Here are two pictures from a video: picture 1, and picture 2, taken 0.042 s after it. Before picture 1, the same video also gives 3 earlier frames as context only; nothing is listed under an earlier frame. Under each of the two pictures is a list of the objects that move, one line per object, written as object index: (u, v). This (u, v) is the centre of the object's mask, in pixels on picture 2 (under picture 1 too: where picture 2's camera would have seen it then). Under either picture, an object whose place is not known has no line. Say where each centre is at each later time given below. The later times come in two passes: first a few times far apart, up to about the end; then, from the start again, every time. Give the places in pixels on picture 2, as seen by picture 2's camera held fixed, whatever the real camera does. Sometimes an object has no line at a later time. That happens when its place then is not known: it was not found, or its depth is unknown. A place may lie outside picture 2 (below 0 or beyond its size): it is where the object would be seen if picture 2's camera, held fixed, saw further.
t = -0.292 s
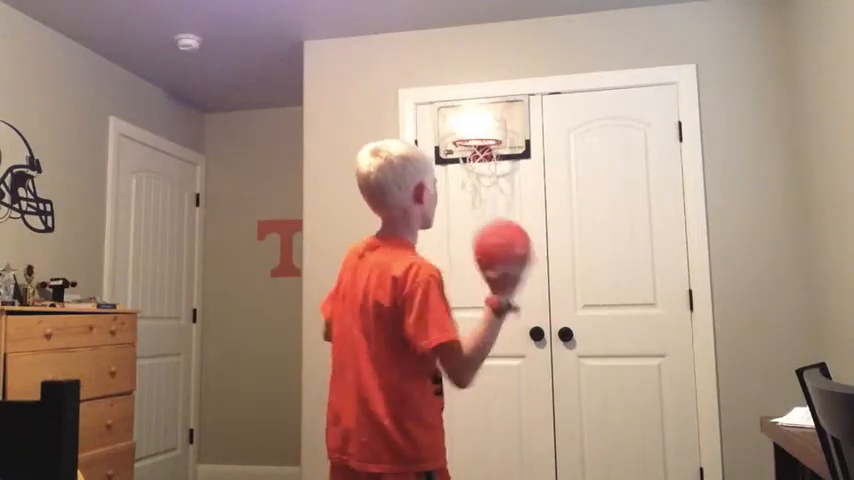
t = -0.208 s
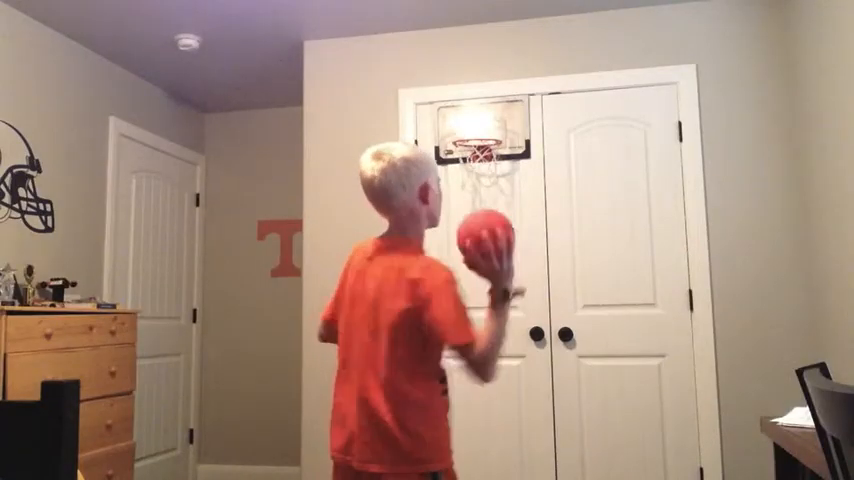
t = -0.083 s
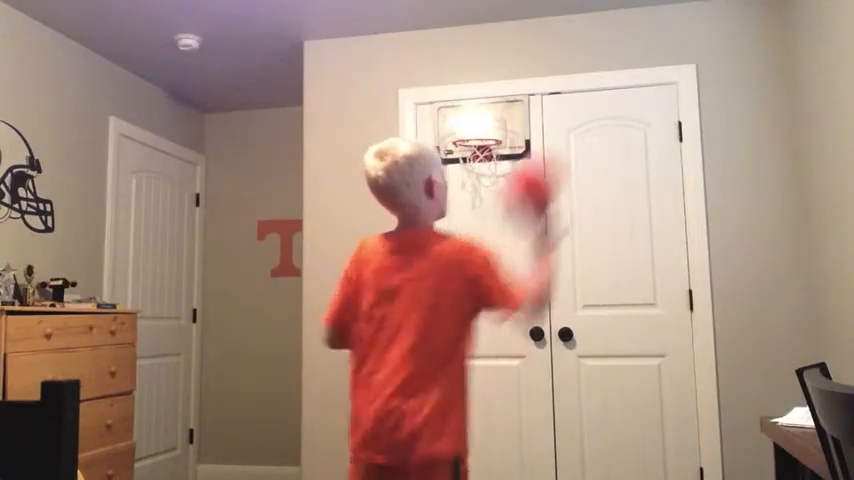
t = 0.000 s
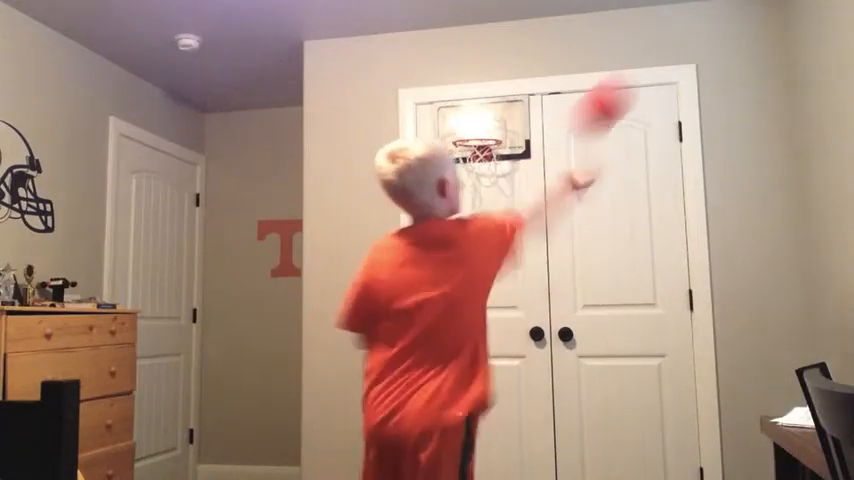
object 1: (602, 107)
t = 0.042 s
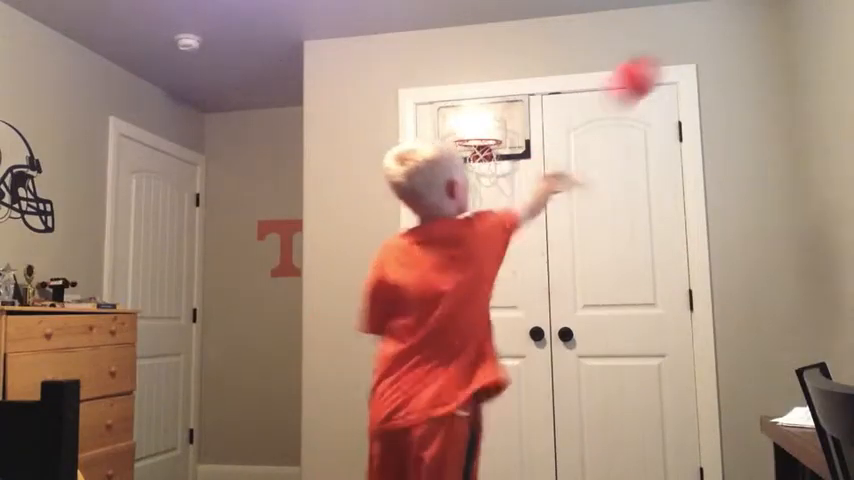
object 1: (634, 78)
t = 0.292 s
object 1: (763, 37)
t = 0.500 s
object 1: (776, 24)
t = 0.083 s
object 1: (661, 62)
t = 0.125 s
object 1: (685, 53)
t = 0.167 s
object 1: (704, 49)
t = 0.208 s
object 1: (721, 49)
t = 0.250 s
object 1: (738, 52)
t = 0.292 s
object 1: (763, 37)
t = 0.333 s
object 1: (792, 25)
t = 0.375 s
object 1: (803, 17)
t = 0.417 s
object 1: (793, 15)
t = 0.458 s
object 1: (785, 17)
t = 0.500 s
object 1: (776, 24)
